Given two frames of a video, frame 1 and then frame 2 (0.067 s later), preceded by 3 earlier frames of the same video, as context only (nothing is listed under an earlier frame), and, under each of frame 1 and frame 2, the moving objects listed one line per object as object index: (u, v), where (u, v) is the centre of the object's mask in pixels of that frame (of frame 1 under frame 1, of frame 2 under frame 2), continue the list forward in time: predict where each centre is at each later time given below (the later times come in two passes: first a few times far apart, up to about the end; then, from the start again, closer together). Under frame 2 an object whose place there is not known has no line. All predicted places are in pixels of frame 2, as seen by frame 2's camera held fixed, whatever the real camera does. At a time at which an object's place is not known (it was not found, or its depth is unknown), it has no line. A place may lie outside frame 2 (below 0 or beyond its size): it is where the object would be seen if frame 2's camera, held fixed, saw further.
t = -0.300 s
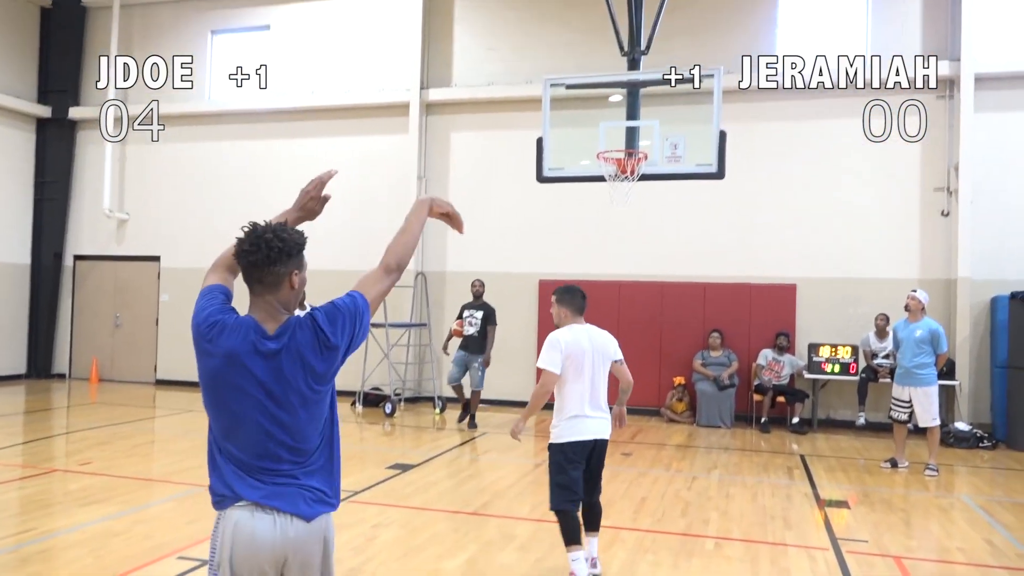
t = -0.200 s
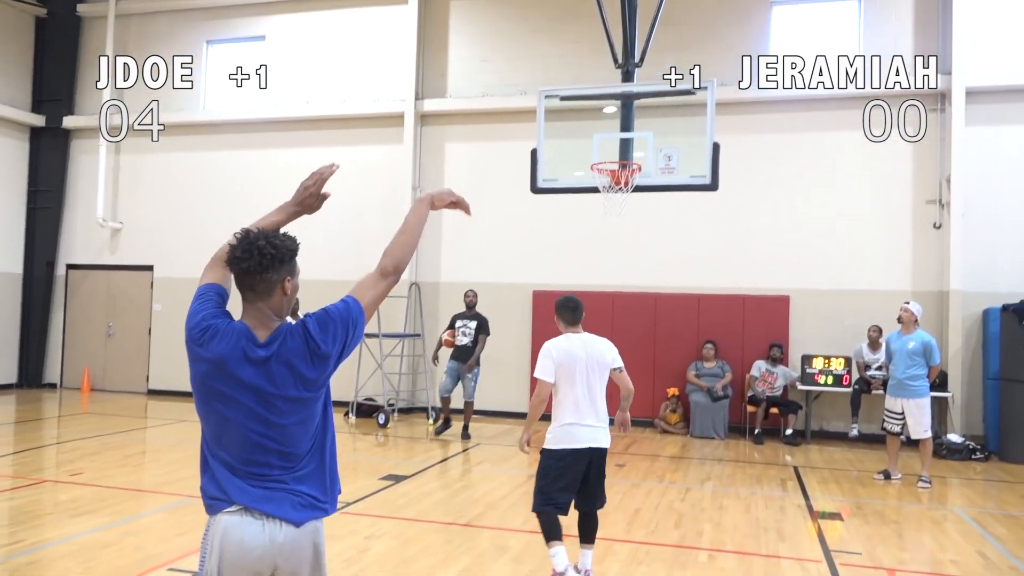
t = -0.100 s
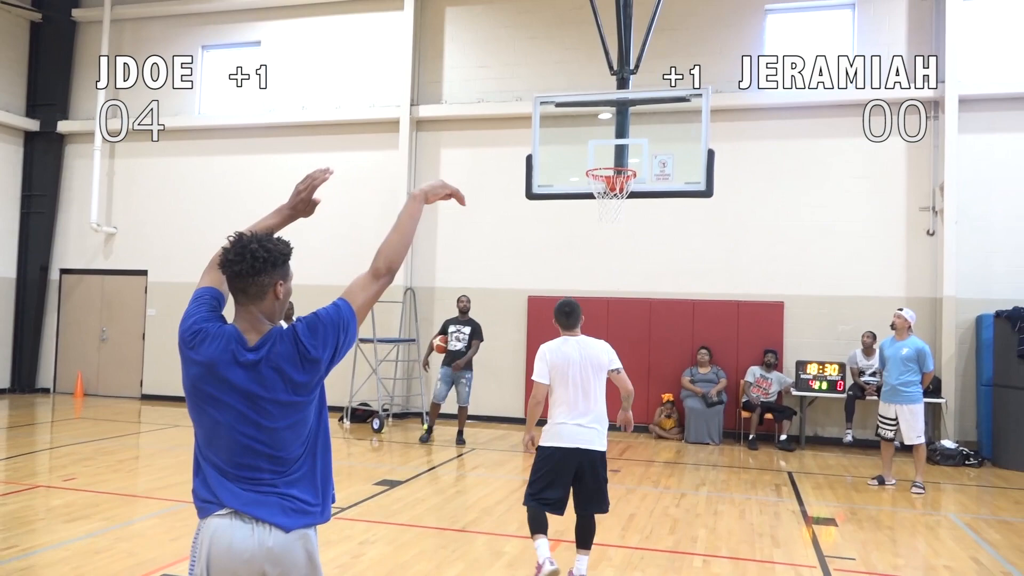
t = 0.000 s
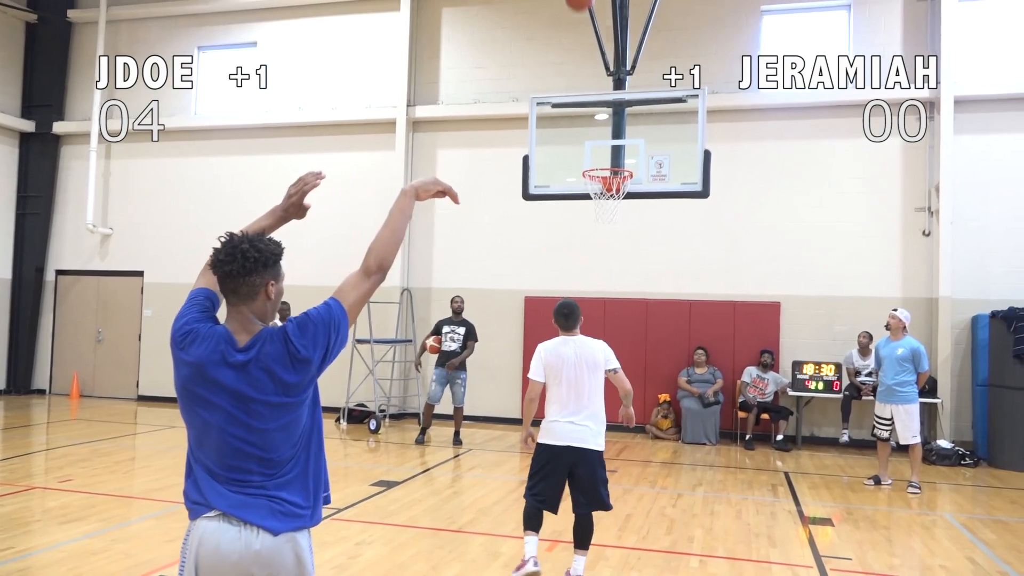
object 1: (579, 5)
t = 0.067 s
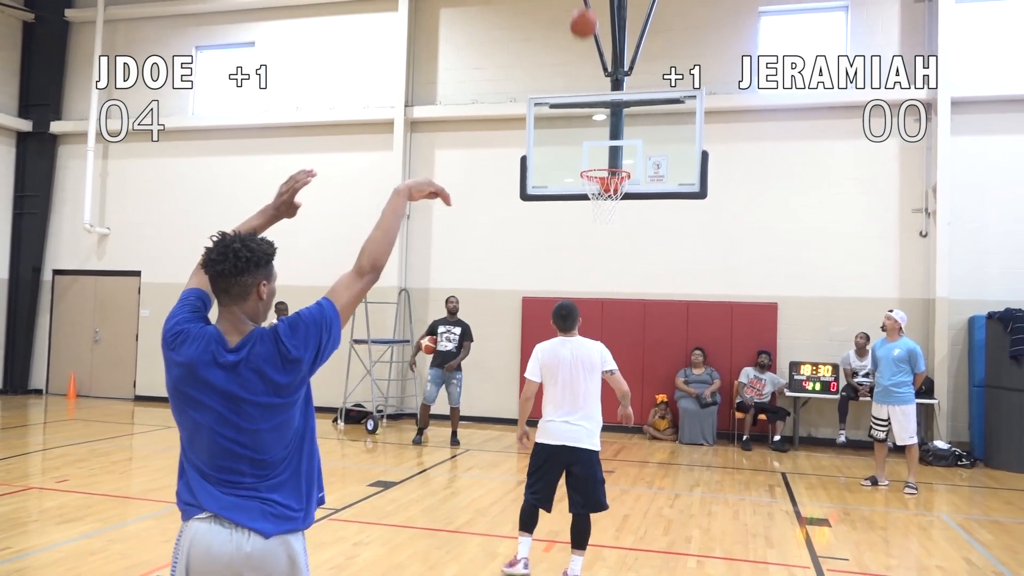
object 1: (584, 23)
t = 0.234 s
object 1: (596, 102)
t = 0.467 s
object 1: (606, 208)
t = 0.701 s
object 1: (605, 269)
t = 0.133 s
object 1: (589, 54)
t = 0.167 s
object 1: (591, 70)
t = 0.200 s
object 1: (593, 85)
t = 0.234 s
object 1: (596, 102)
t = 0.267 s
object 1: (598, 120)
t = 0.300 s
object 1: (600, 138)
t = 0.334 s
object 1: (602, 156)
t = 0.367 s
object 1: (604, 177)
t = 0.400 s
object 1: (605, 191)
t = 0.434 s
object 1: (606, 204)
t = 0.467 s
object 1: (606, 208)
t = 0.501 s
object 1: (606, 214)
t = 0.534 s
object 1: (606, 220)
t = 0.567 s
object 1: (606, 228)
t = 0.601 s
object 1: (606, 237)
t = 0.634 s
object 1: (605, 247)
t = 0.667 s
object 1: (605, 258)
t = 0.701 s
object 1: (605, 269)
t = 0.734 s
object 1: (605, 281)
